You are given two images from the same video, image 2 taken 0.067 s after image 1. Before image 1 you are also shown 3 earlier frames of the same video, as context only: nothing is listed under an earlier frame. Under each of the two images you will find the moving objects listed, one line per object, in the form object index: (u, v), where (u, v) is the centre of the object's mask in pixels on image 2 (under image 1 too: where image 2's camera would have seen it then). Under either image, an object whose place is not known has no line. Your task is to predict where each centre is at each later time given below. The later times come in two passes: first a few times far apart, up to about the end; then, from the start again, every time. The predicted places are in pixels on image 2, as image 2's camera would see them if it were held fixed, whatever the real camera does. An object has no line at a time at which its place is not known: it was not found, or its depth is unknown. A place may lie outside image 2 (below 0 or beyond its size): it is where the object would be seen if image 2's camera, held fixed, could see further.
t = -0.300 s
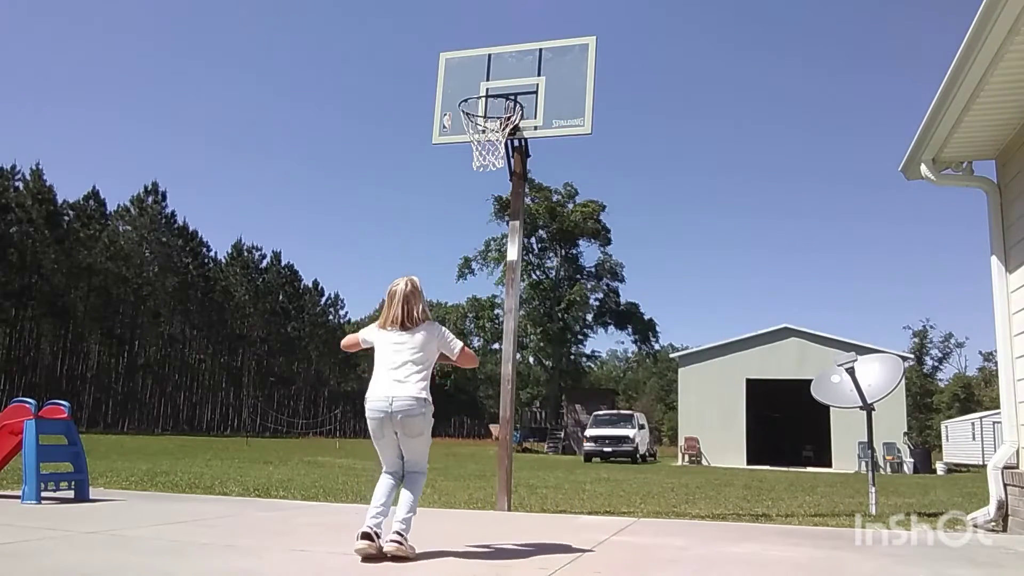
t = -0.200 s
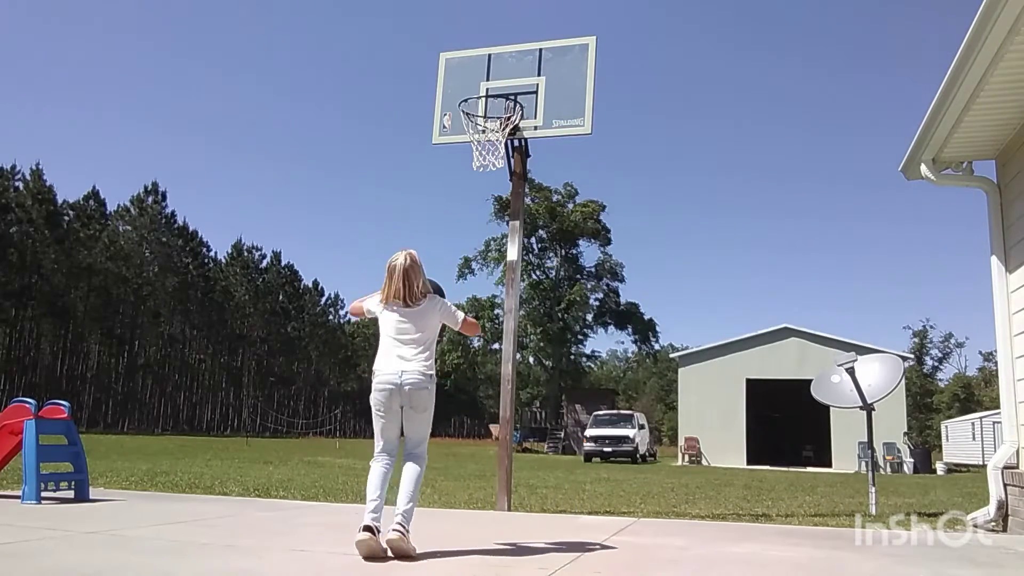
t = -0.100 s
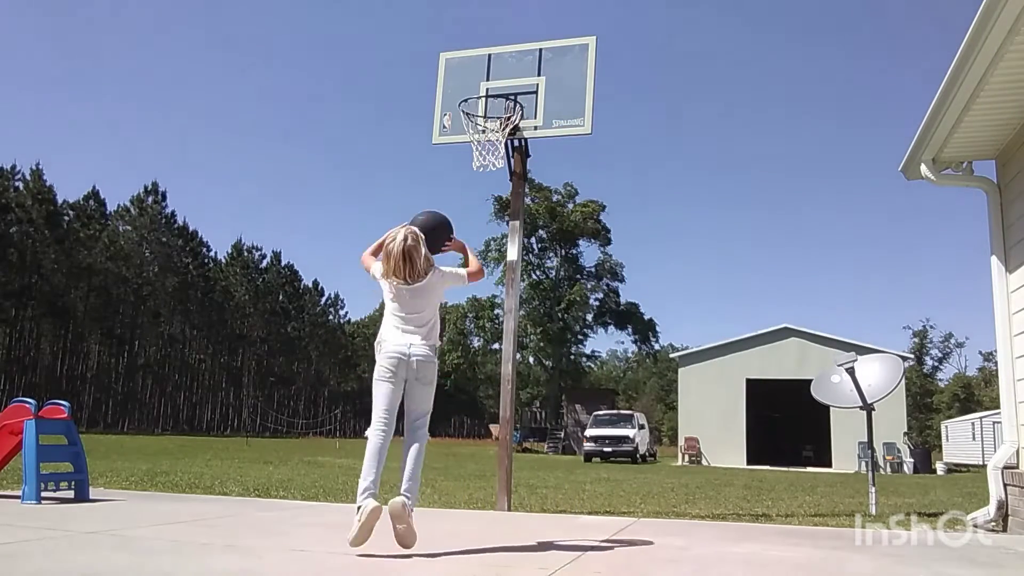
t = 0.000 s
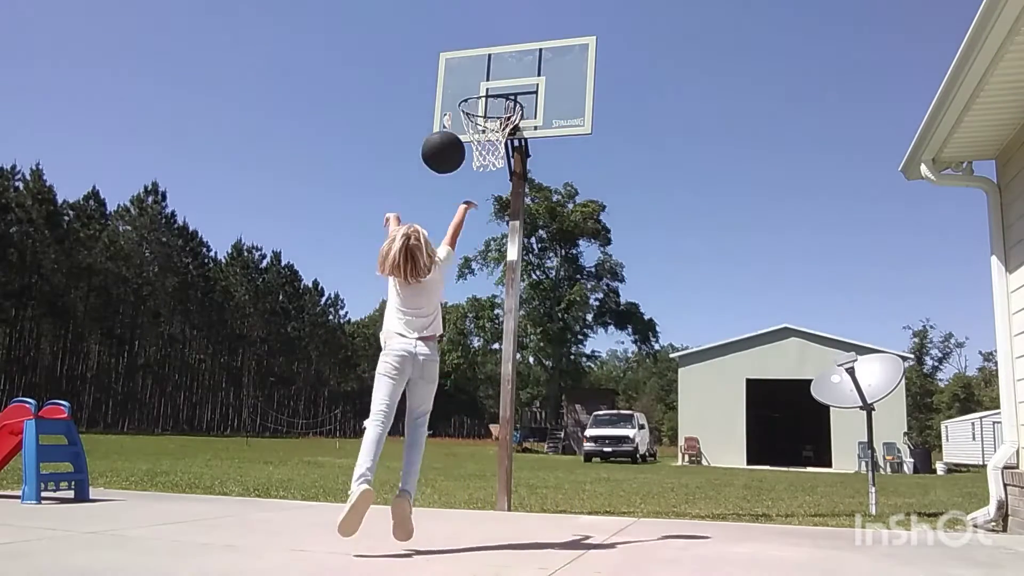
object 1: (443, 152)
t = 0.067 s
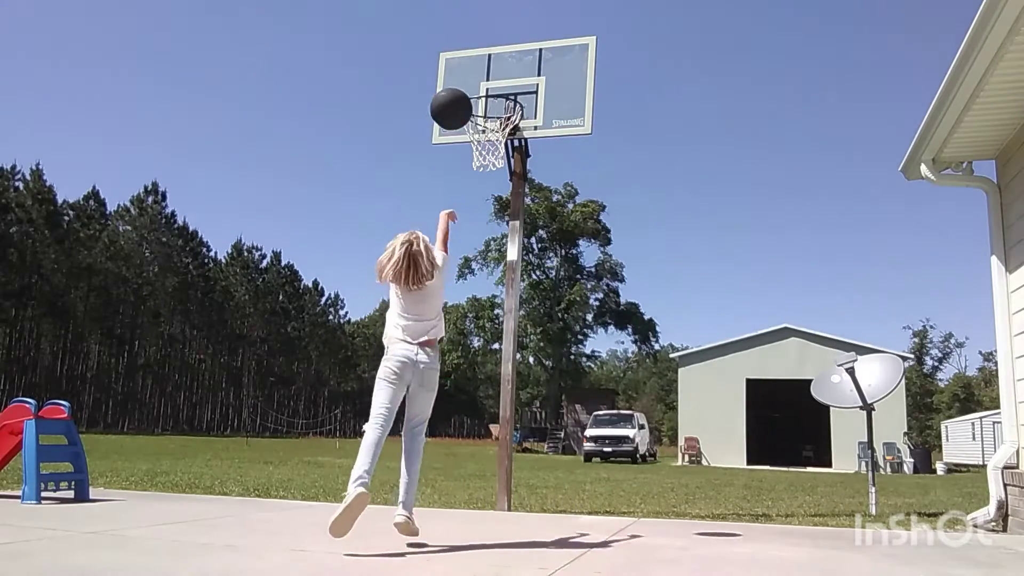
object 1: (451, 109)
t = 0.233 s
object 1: (467, 39)
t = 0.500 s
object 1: (483, 22)
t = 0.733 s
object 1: (491, 82)
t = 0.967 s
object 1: (497, 192)
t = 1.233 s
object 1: (499, 412)
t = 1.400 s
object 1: (503, 435)
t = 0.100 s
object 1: (455, 91)
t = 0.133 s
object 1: (458, 75)
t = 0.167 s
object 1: (461, 61)
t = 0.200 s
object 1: (464, 49)
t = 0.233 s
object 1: (467, 39)
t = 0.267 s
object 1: (470, 31)
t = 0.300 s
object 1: (472, 25)
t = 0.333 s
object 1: (474, 21)
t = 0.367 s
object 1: (476, 18)
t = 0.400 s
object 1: (478, 17)
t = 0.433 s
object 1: (480, 17)
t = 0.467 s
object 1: (482, 19)
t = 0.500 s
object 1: (483, 22)
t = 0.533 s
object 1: (485, 26)
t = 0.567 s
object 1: (486, 32)
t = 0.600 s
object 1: (487, 40)
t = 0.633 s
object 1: (488, 48)
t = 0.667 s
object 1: (490, 58)
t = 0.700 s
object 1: (490, 69)
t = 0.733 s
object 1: (491, 82)
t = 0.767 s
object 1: (492, 95)
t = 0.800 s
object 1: (493, 107)
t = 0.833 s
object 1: (494, 121)
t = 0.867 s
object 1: (495, 136)
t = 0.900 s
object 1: (496, 153)
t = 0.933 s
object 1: (496, 172)
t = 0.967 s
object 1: (497, 192)
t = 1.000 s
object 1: (497, 213)
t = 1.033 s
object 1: (498, 236)
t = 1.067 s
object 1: (498, 261)
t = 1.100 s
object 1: (499, 288)
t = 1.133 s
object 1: (499, 316)
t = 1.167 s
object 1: (499, 346)
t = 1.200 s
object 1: (499, 378)
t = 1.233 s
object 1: (499, 412)
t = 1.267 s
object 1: (499, 448)
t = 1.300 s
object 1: (499, 487)
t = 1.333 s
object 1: (500, 492)
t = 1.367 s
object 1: (501, 462)
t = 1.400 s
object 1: (503, 435)
